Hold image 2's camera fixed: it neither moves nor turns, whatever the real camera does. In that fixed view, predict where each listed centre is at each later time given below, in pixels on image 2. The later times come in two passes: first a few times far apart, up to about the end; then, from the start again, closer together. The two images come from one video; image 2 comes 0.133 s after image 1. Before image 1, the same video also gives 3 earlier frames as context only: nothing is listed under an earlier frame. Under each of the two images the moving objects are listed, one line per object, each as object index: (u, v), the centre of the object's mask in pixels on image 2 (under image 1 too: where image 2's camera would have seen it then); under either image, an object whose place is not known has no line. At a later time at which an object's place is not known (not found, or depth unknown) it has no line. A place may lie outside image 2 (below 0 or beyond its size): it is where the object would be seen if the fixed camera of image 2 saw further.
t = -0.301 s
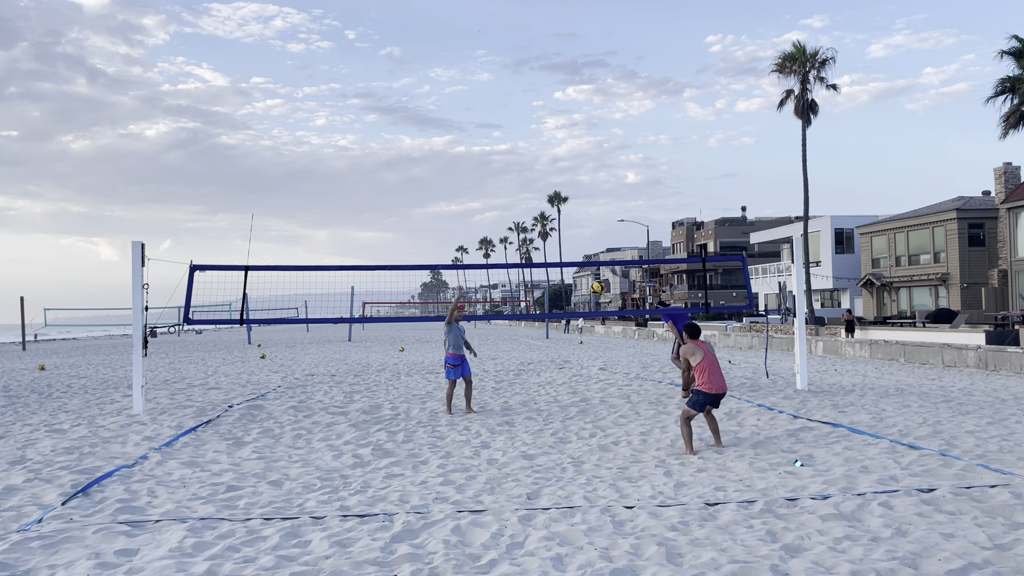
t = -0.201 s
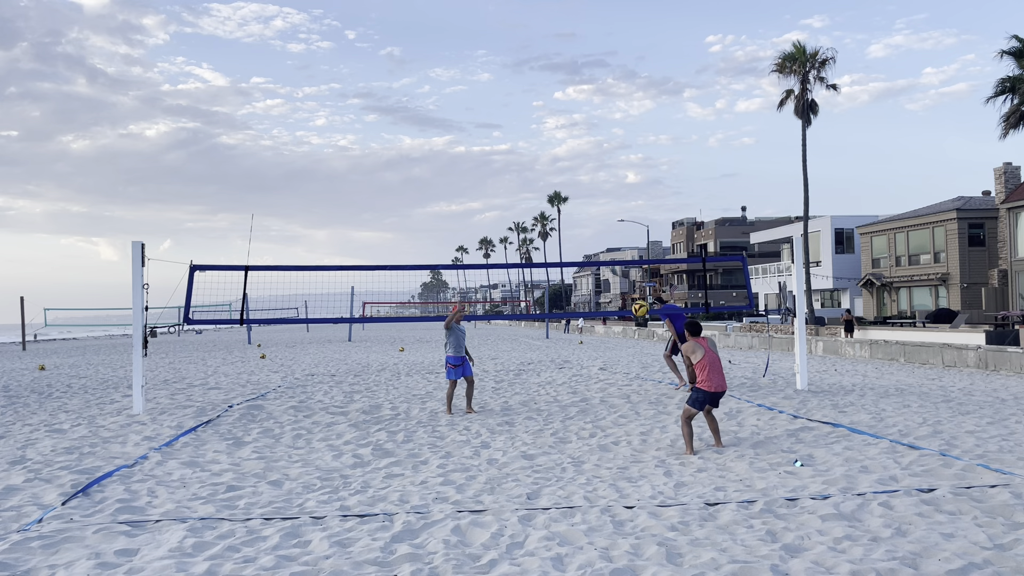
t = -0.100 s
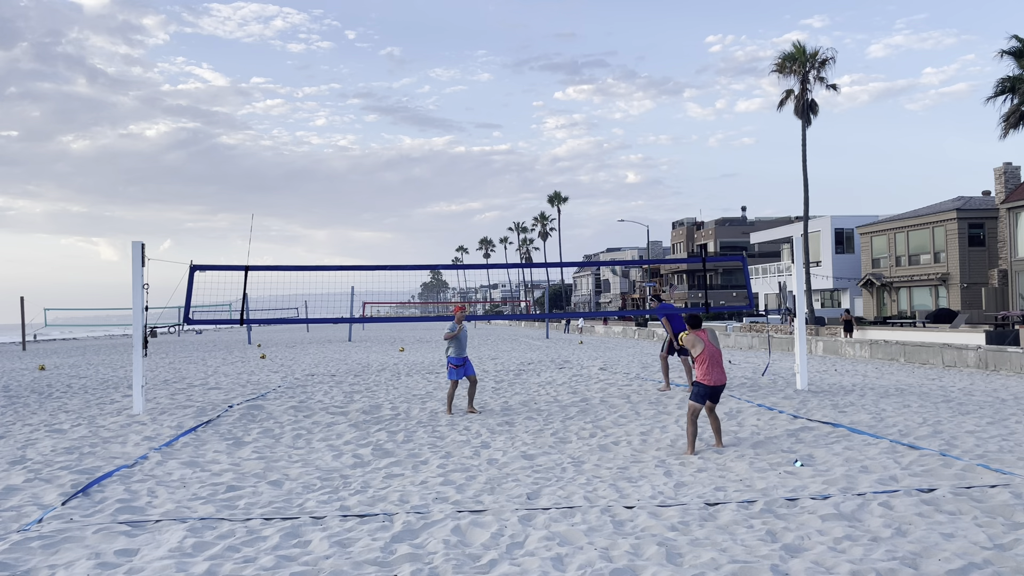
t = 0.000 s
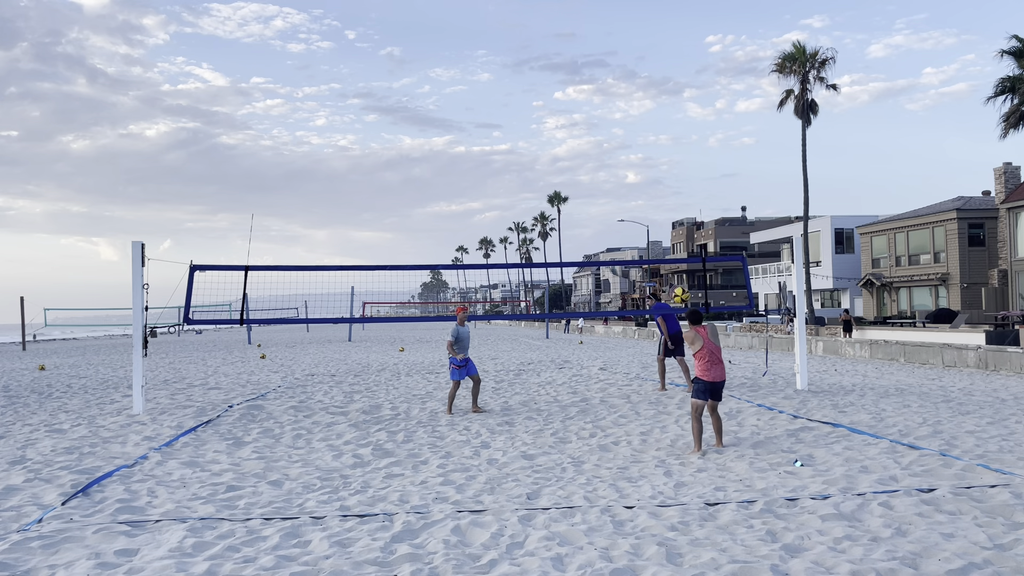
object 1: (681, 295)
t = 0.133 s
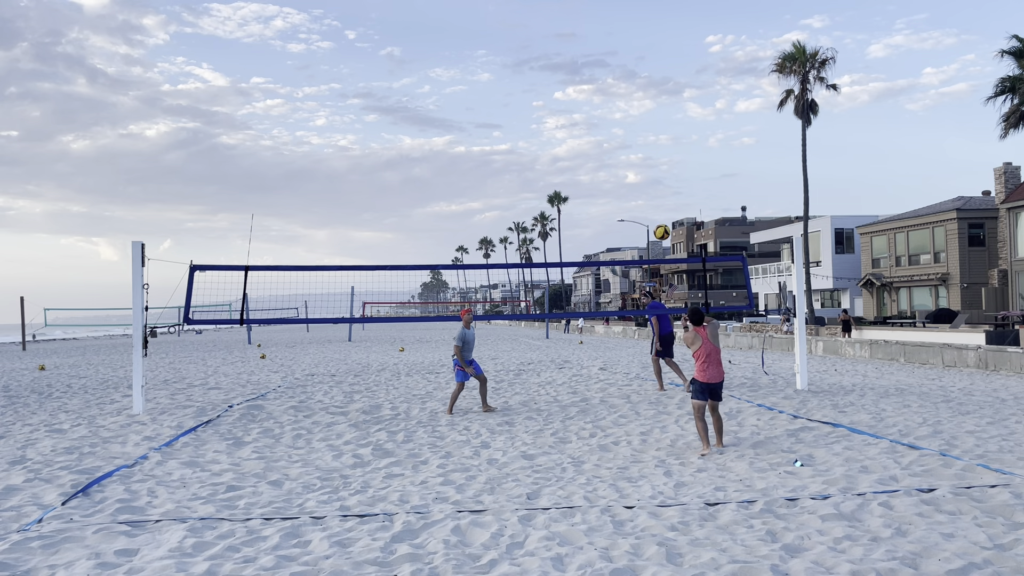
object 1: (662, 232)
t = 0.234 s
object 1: (649, 196)
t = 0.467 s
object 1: (624, 146)
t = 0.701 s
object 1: (602, 139)
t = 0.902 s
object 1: (585, 162)
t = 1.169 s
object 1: (567, 228)
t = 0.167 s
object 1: (657, 219)
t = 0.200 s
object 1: (653, 207)
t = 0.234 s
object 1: (649, 196)
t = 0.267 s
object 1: (645, 186)
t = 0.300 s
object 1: (642, 177)
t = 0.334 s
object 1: (638, 169)
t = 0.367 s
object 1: (634, 162)
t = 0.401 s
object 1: (631, 156)
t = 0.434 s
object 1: (627, 151)
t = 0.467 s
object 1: (624, 146)
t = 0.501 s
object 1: (621, 143)
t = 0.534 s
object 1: (617, 141)
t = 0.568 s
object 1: (614, 139)
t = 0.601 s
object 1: (611, 138)
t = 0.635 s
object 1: (608, 137)
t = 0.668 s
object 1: (605, 138)
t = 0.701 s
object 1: (602, 139)
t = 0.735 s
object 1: (599, 141)
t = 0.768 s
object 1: (596, 144)
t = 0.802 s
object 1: (593, 147)
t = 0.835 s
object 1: (591, 151)
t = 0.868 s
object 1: (588, 156)
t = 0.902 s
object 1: (585, 162)
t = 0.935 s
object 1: (583, 168)
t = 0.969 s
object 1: (580, 174)
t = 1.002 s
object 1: (578, 182)
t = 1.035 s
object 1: (576, 190)
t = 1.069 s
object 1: (574, 199)
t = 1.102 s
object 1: (571, 208)
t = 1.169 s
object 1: (567, 228)
